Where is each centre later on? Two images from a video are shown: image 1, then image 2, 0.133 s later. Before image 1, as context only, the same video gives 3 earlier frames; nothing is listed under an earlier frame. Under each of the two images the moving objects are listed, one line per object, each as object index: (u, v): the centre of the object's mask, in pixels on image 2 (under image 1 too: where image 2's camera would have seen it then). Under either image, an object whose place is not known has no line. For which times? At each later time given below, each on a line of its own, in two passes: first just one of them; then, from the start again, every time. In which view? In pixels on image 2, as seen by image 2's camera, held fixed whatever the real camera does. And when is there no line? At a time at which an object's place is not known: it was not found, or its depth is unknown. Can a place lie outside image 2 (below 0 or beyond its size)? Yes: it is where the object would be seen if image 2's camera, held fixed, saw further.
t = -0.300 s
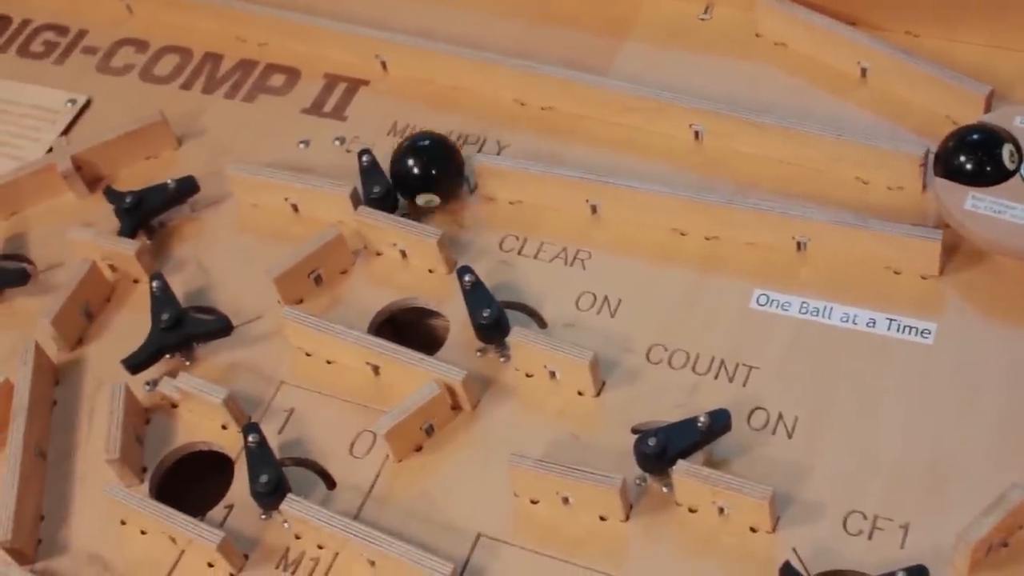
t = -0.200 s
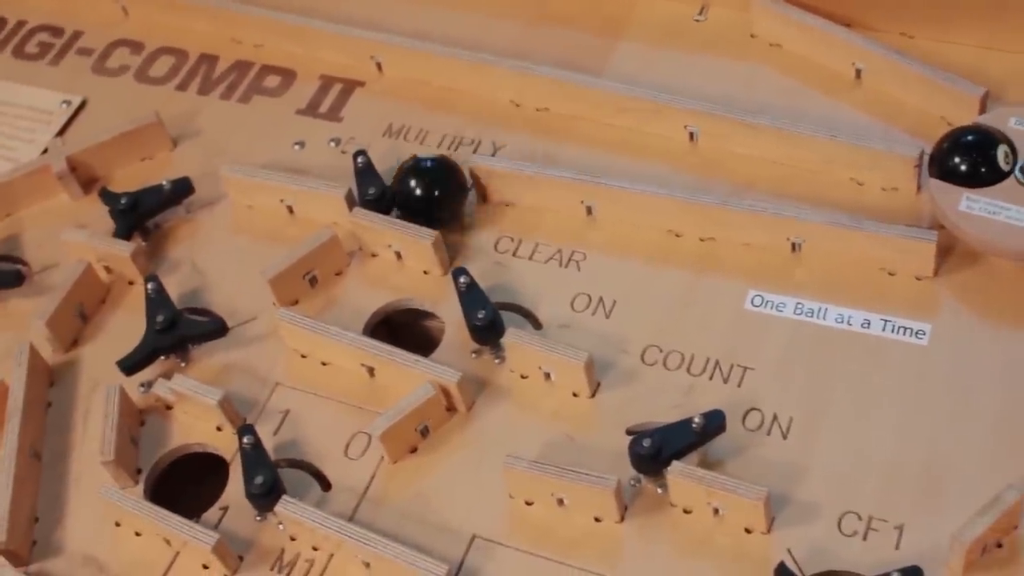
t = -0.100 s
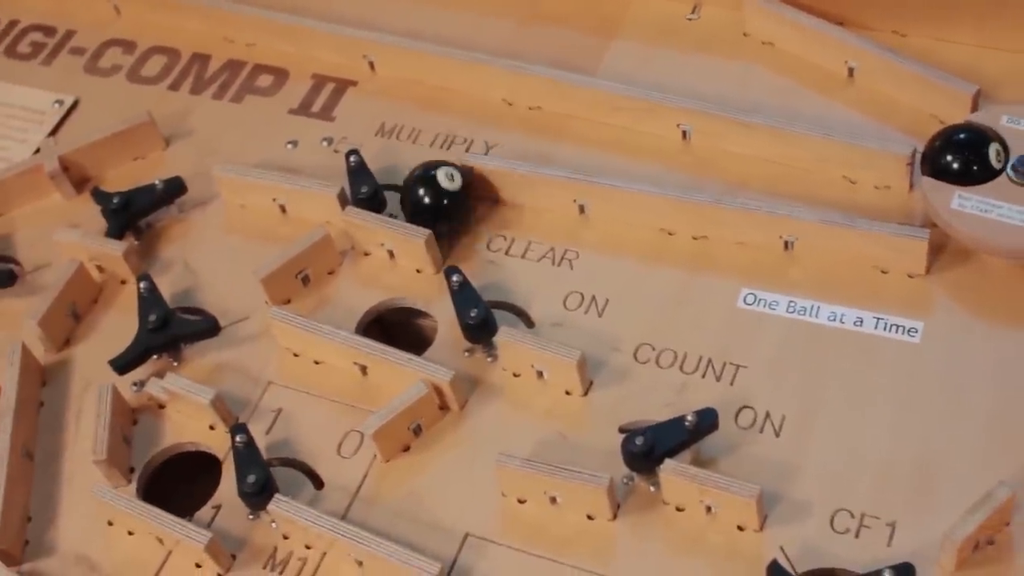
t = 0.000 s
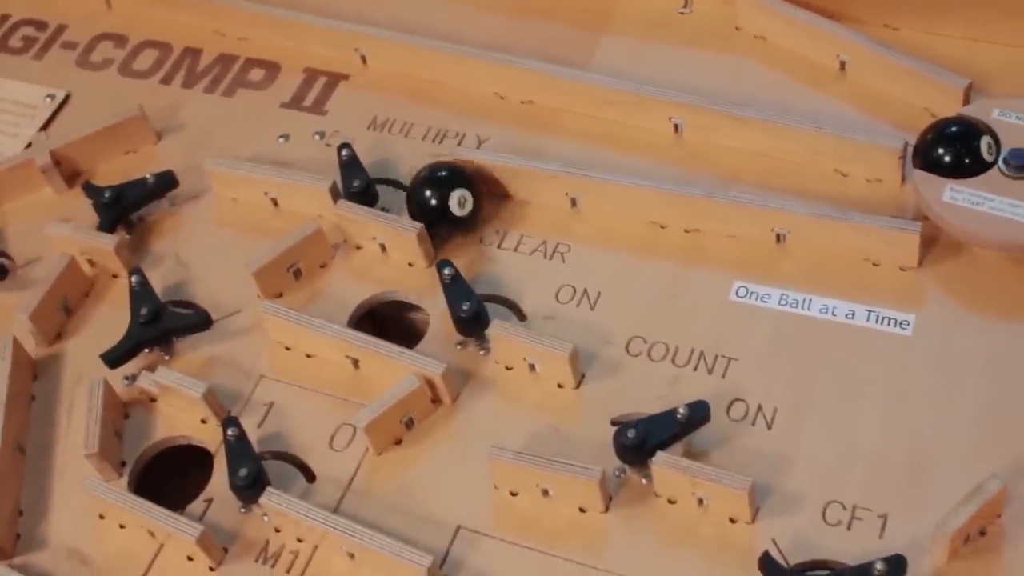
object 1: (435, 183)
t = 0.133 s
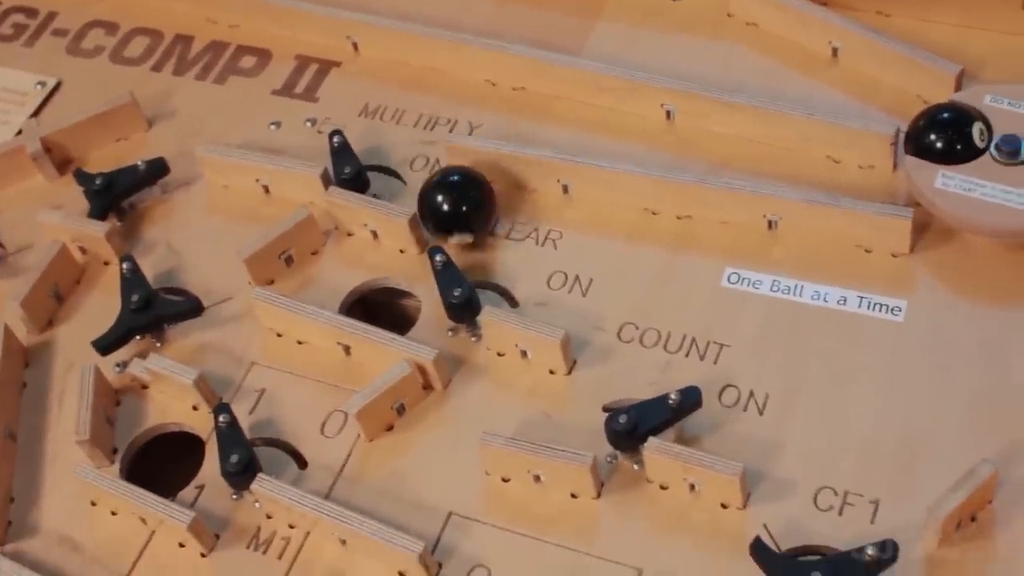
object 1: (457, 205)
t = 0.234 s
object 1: (477, 220)
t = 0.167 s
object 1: (460, 215)
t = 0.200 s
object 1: (468, 217)
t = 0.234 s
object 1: (477, 220)
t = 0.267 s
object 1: (485, 225)
